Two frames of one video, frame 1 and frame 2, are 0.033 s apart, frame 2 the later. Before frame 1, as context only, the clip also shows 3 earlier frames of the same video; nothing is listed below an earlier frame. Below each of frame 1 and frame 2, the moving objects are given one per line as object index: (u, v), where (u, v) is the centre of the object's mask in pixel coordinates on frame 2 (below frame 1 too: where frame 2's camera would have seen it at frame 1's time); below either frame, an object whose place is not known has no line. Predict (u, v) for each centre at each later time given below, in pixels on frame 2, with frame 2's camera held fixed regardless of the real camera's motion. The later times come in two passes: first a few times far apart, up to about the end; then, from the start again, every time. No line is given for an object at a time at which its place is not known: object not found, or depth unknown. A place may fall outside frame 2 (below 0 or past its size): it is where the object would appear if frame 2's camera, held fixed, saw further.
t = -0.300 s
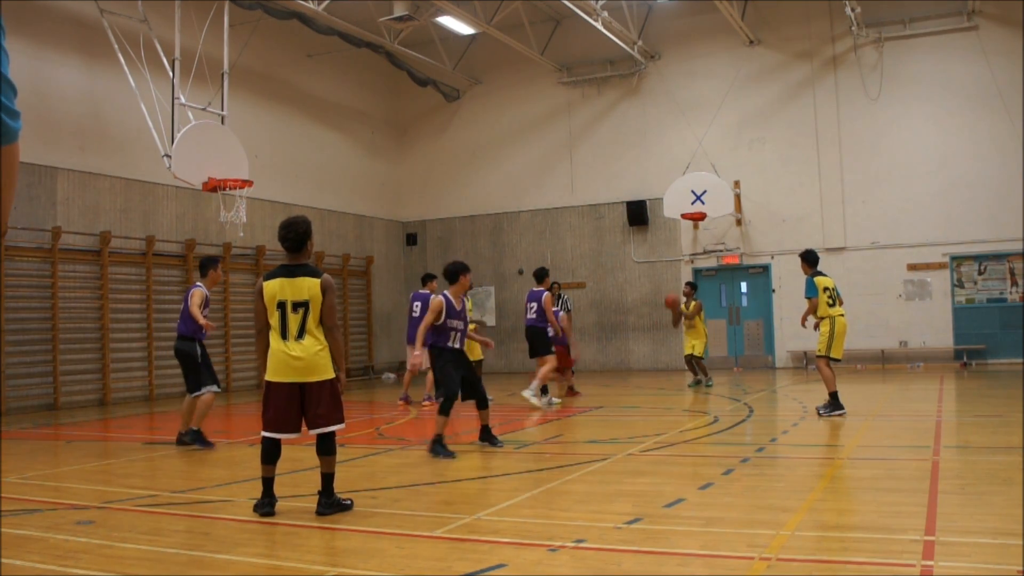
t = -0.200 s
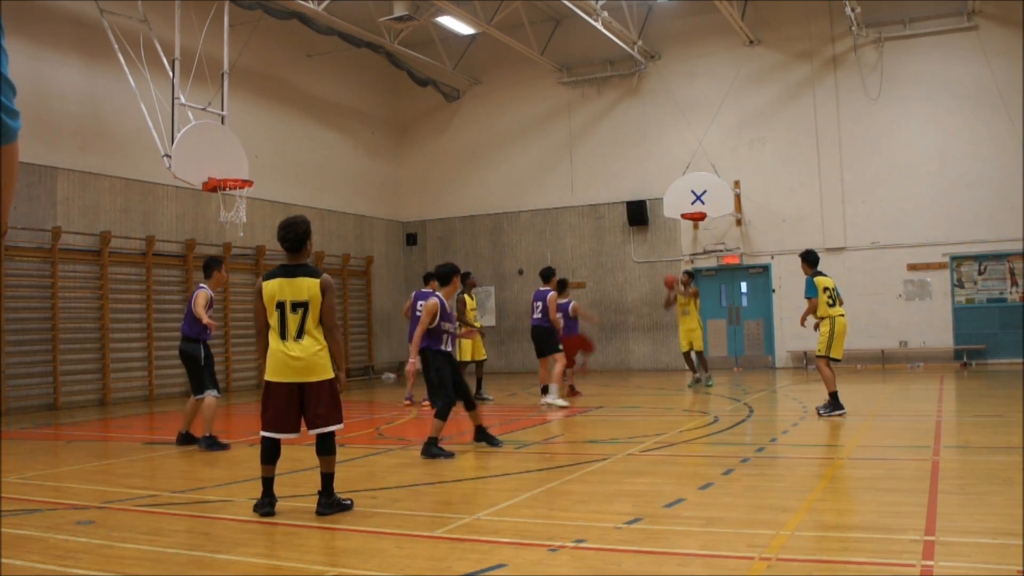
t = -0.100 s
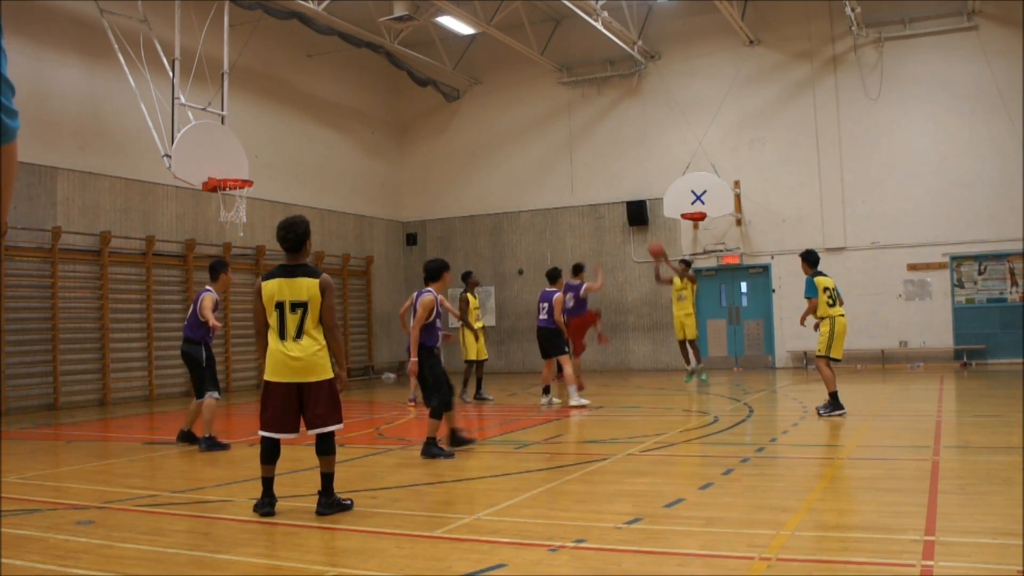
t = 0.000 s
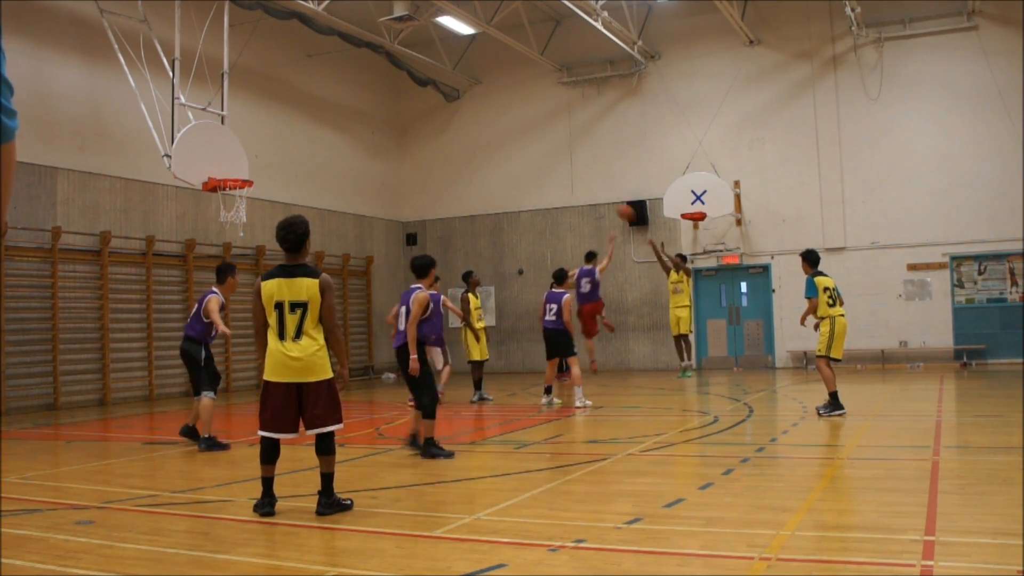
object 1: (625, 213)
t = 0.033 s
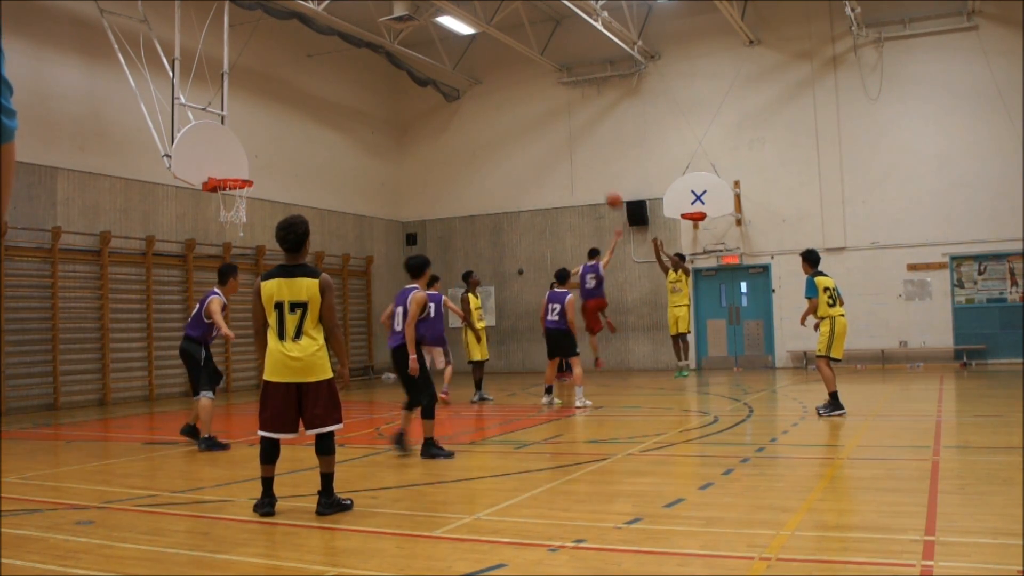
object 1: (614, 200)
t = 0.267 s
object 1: (534, 135)
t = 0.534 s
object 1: (437, 98)
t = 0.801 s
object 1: (337, 110)
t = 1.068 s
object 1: (229, 173)
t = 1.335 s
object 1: (247, 168)
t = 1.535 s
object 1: (275, 187)
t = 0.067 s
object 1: (602, 189)
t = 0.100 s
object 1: (591, 179)
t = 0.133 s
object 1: (580, 169)
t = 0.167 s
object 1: (568, 159)
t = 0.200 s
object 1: (556, 150)
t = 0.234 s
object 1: (545, 142)
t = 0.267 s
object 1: (534, 135)
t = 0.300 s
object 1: (522, 128)
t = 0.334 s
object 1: (510, 122)
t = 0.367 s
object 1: (498, 116)
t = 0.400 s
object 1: (486, 112)
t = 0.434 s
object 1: (474, 108)
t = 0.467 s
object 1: (462, 103)
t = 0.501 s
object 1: (450, 101)
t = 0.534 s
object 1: (437, 98)
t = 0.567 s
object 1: (426, 97)
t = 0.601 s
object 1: (412, 97)
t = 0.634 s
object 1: (400, 97)
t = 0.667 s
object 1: (387, 98)
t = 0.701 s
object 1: (375, 99)
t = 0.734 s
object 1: (362, 102)
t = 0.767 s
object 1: (349, 106)
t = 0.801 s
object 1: (337, 110)
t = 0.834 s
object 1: (324, 115)
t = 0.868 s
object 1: (310, 121)
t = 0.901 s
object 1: (297, 128)
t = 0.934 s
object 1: (283, 137)
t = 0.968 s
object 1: (270, 145)
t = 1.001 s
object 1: (256, 154)
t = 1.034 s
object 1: (243, 164)
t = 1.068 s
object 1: (229, 173)
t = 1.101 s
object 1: (229, 175)
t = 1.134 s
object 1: (237, 174)
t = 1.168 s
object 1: (239, 173)
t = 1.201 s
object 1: (241, 171)
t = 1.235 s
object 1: (243, 169)
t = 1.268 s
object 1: (244, 168)
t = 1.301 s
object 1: (246, 168)
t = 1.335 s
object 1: (247, 168)
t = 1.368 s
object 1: (252, 169)
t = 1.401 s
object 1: (257, 171)
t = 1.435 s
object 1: (261, 174)
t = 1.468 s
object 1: (266, 178)
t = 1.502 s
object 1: (270, 182)
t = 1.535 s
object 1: (275, 187)
